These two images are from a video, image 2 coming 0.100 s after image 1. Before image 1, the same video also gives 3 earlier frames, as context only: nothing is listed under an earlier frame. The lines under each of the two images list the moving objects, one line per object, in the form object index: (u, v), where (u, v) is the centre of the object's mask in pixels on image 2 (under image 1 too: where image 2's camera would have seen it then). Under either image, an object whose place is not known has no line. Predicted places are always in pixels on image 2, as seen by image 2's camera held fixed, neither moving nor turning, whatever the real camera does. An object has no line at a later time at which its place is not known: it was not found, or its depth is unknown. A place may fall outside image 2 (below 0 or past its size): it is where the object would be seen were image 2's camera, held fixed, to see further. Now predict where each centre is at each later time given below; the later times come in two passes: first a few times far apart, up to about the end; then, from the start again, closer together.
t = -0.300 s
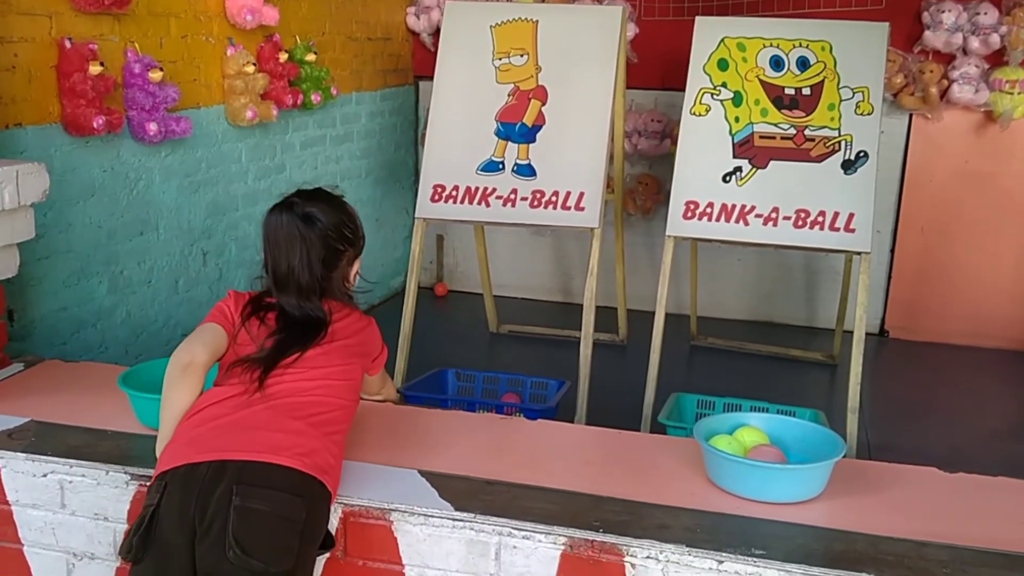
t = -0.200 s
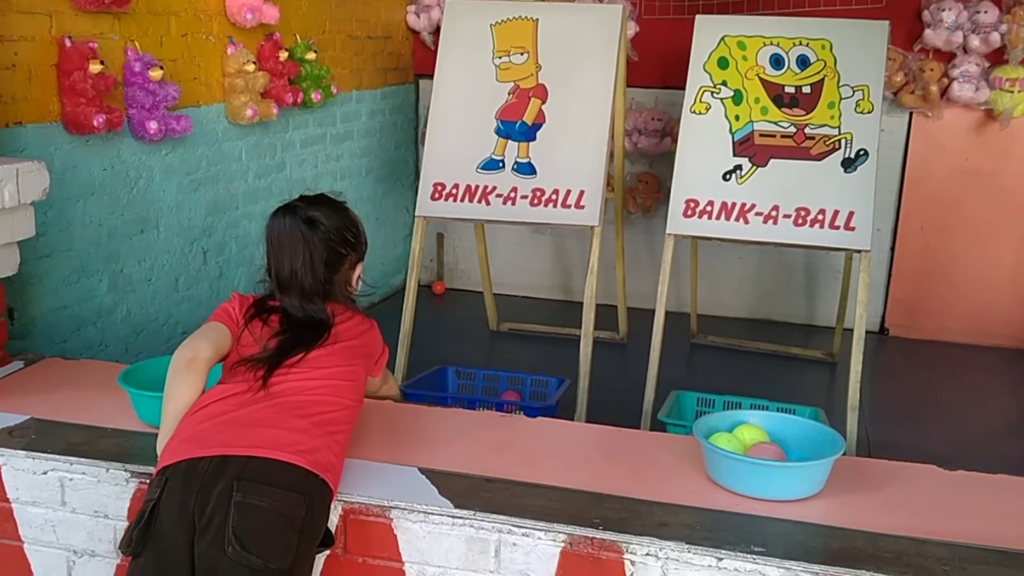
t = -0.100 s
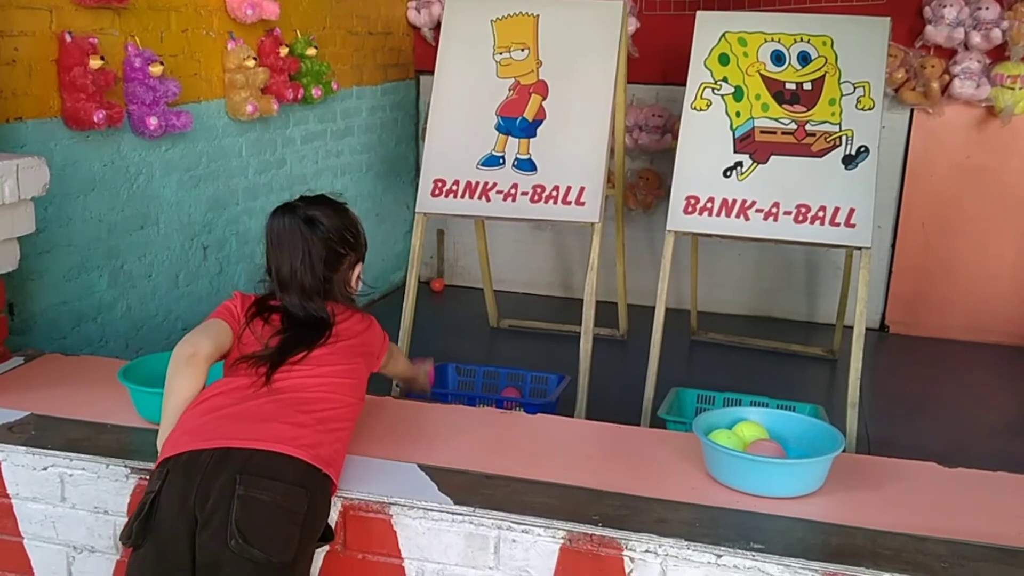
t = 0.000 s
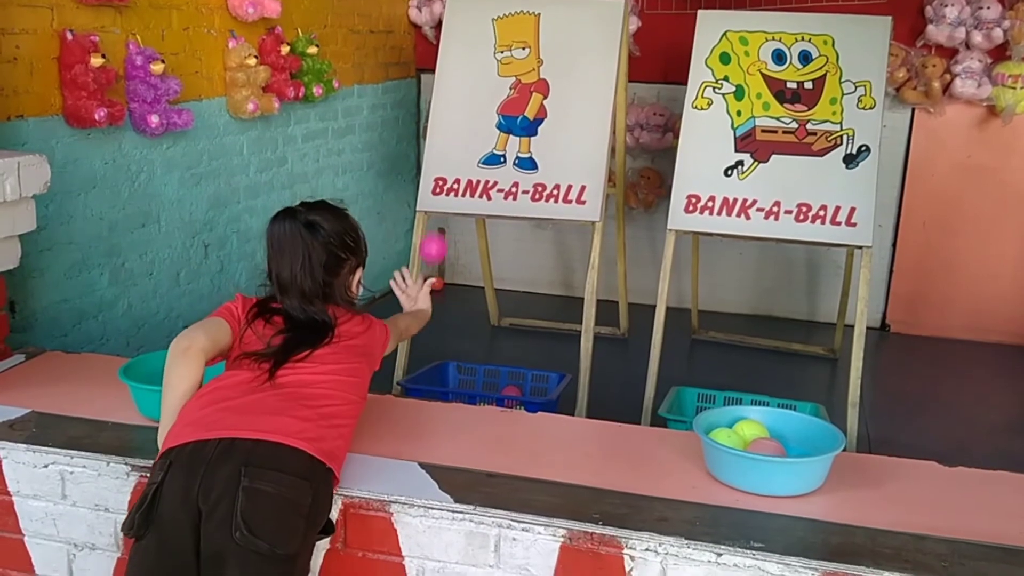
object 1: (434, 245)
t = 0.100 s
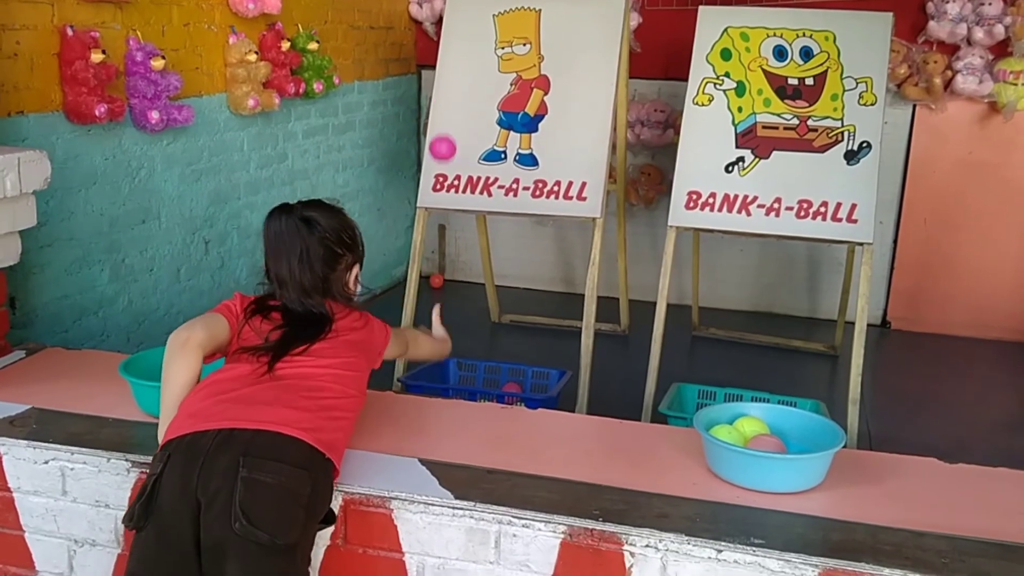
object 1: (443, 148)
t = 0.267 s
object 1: (455, 85)
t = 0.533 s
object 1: (464, 216)
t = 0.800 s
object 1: (503, 344)
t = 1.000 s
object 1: (573, 353)
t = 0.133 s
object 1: (445, 125)
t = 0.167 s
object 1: (448, 108)
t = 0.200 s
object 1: (450, 96)
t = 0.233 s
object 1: (453, 88)
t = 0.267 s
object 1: (455, 85)
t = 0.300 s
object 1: (457, 87)
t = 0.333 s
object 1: (459, 94)
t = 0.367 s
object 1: (460, 105)
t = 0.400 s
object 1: (461, 119)
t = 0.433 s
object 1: (462, 138)
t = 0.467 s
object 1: (463, 161)
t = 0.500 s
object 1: (464, 186)
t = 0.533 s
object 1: (464, 216)
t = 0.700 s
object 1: (466, 380)
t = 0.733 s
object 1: (477, 369)
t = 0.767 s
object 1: (490, 355)
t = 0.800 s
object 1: (503, 344)
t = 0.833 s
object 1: (515, 337)
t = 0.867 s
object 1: (528, 333)
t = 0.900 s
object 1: (540, 334)
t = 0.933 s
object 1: (552, 337)
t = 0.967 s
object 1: (563, 344)
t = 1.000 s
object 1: (573, 353)
